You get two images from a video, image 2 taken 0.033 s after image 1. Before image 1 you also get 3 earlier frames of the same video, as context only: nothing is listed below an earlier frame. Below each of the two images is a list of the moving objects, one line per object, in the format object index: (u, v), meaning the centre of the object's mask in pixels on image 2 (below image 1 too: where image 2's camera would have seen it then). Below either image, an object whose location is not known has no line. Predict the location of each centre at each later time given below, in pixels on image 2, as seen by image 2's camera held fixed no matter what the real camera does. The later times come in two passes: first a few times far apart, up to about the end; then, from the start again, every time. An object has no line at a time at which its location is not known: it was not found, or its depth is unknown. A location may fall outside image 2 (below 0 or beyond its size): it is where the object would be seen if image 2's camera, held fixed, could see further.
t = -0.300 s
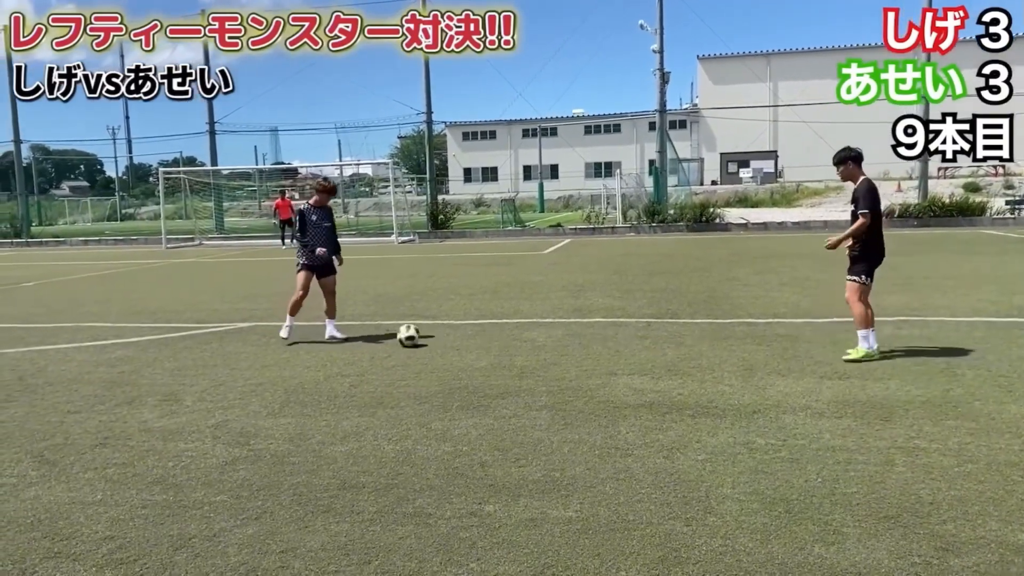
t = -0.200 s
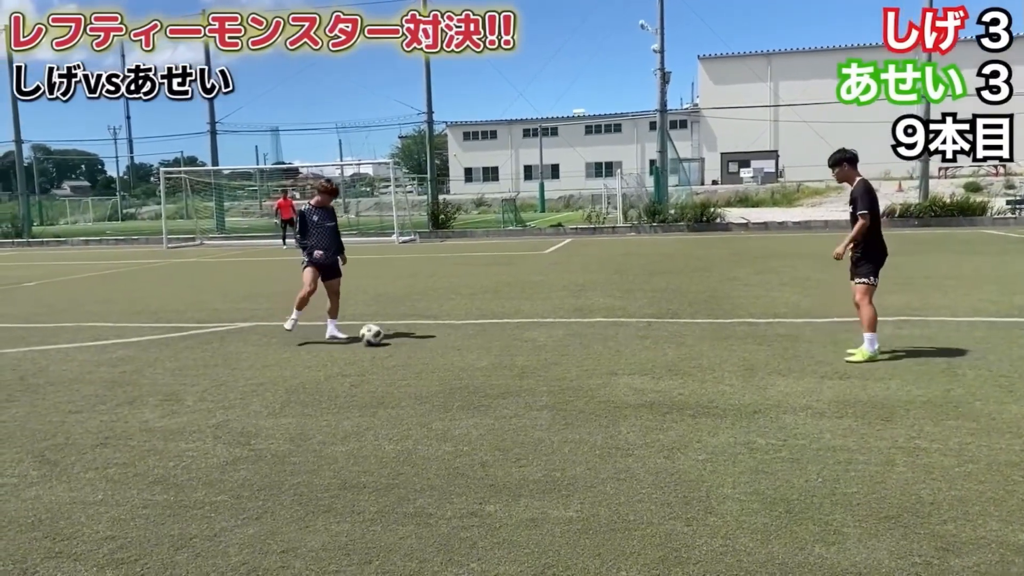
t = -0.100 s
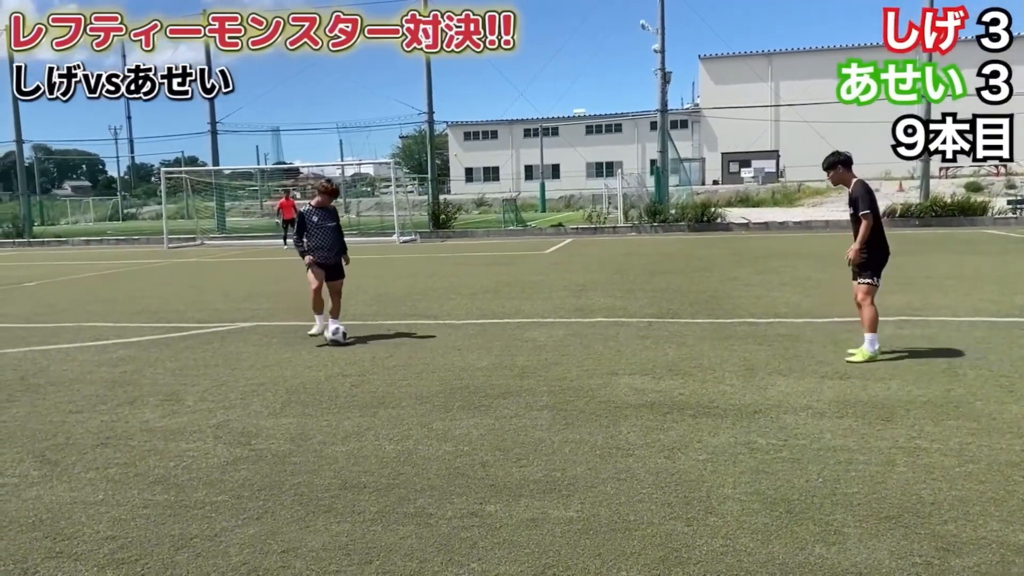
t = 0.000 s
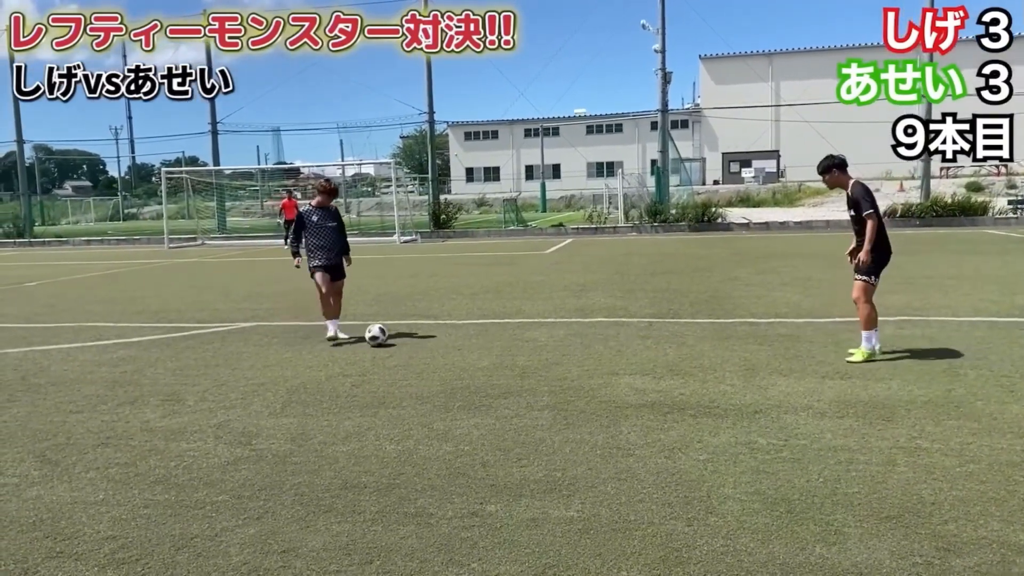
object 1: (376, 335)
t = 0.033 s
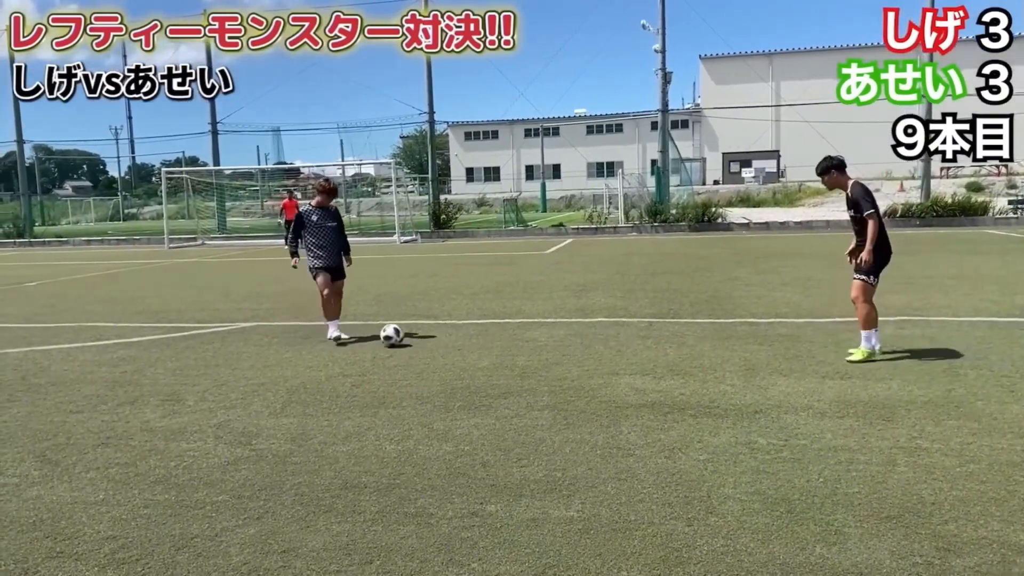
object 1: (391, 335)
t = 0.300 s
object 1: (497, 338)
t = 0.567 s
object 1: (580, 339)
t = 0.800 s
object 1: (655, 341)
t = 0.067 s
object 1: (406, 335)
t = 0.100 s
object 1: (421, 336)
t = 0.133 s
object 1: (434, 336)
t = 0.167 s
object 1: (447, 336)
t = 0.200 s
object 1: (461, 337)
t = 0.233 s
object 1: (473, 337)
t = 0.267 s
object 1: (484, 337)
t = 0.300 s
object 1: (497, 338)
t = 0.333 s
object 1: (507, 337)
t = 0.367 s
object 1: (517, 338)
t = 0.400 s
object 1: (528, 338)
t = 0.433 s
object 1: (538, 338)
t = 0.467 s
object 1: (549, 338)
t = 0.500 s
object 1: (559, 339)
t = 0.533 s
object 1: (569, 339)
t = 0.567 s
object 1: (580, 339)
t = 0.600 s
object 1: (590, 339)
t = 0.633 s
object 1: (601, 338)
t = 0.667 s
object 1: (611, 339)
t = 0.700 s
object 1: (622, 340)
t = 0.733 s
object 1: (633, 340)
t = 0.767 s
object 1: (644, 341)
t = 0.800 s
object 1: (655, 341)
